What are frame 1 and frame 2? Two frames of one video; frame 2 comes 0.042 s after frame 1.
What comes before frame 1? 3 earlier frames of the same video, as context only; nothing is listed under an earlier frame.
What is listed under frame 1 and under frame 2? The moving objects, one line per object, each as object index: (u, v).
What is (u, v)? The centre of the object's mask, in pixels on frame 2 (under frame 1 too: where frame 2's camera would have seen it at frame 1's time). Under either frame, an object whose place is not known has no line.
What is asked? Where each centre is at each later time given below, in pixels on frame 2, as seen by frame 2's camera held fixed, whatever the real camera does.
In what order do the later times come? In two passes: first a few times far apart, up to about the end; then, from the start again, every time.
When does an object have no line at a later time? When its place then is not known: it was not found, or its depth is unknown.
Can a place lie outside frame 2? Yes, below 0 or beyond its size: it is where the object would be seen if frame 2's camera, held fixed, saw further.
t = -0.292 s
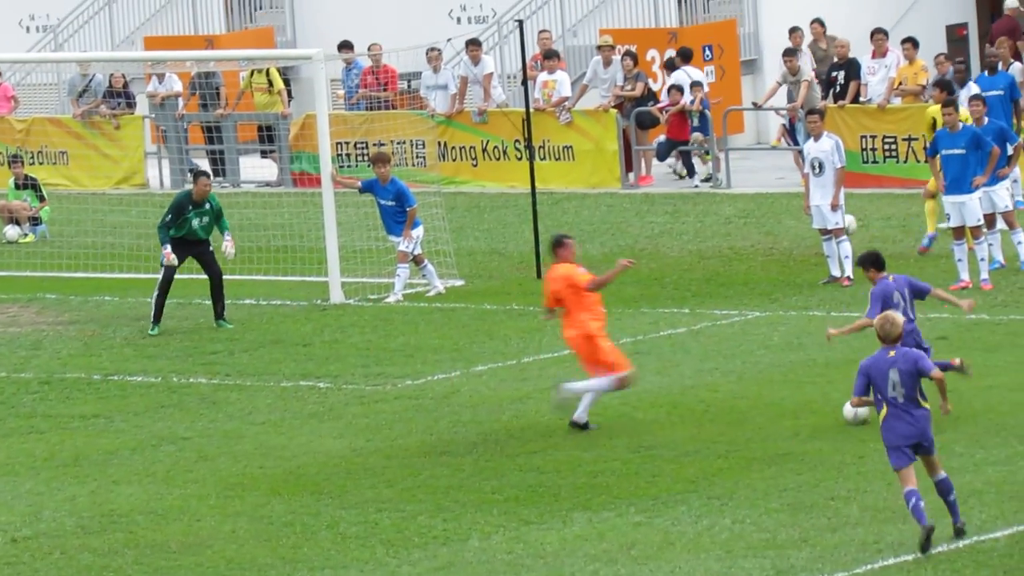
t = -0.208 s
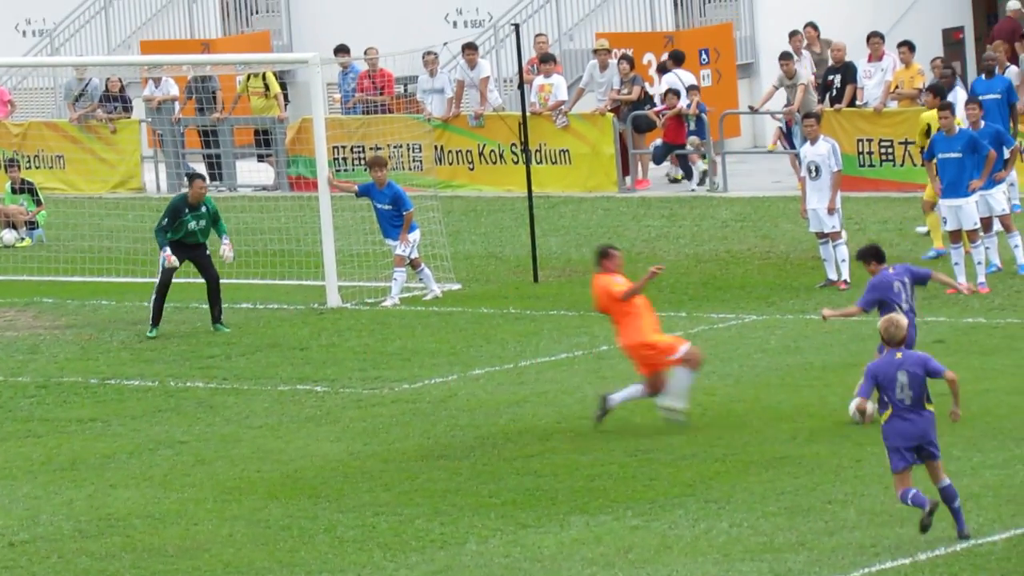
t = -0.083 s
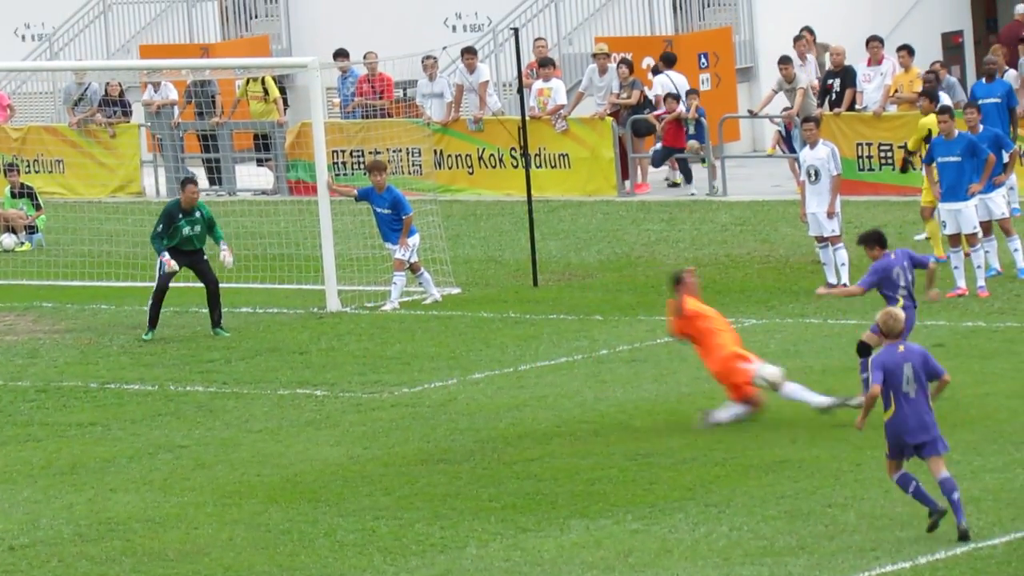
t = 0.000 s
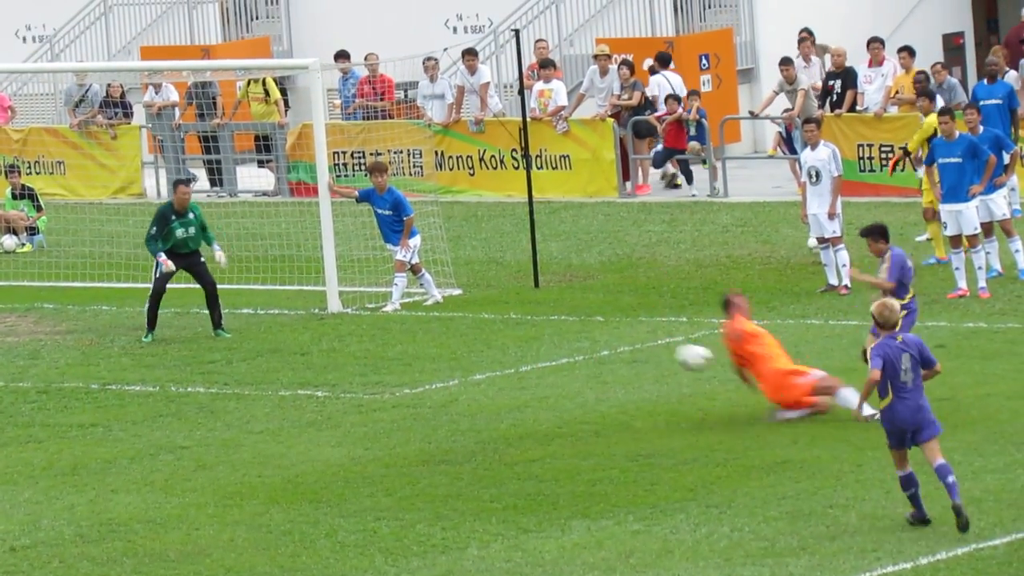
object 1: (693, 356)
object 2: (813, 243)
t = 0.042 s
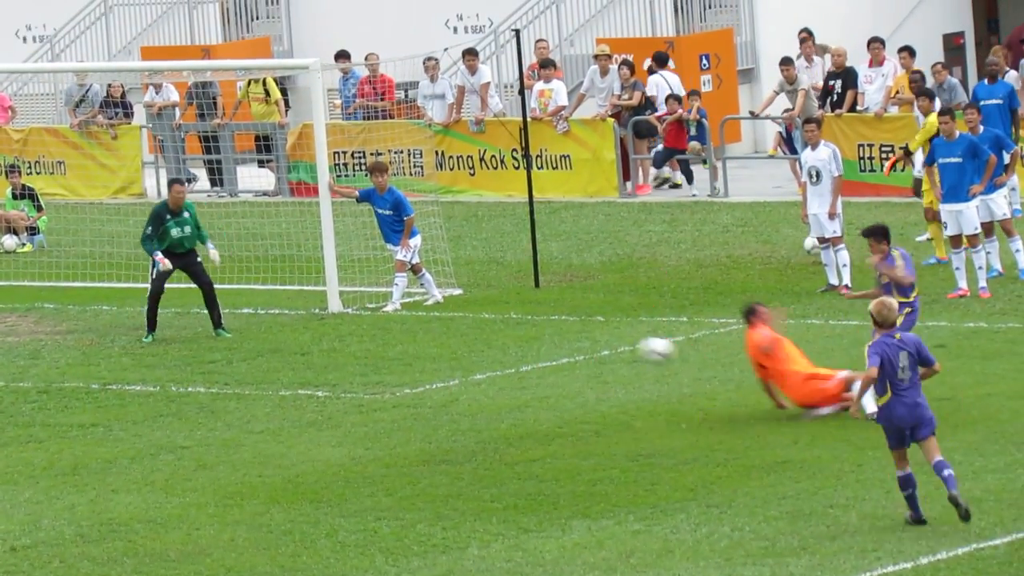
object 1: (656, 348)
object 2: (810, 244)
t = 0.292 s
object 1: (435, 351)
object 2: (791, 253)
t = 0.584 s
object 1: (186, 455)
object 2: (766, 258)
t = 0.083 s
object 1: (620, 343)
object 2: (809, 247)
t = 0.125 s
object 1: (582, 342)
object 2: (807, 251)
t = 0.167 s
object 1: (545, 342)
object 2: (804, 255)
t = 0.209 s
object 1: (508, 343)
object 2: (800, 253)
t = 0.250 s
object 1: (472, 346)
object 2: (795, 252)
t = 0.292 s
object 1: (435, 351)
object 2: (791, 253)
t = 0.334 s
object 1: (399, 360)
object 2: (787, 255)
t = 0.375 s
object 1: (363, 370)
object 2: (784, 257)
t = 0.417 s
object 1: (328, 382)
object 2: (780, 257)
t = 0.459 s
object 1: (291, 396)
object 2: (777, 256)
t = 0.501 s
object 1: (255, 415)
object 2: (773, 257)
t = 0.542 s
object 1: (221, 433)
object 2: (770, 258)
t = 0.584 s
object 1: (186, 455)
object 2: (766, 258)
